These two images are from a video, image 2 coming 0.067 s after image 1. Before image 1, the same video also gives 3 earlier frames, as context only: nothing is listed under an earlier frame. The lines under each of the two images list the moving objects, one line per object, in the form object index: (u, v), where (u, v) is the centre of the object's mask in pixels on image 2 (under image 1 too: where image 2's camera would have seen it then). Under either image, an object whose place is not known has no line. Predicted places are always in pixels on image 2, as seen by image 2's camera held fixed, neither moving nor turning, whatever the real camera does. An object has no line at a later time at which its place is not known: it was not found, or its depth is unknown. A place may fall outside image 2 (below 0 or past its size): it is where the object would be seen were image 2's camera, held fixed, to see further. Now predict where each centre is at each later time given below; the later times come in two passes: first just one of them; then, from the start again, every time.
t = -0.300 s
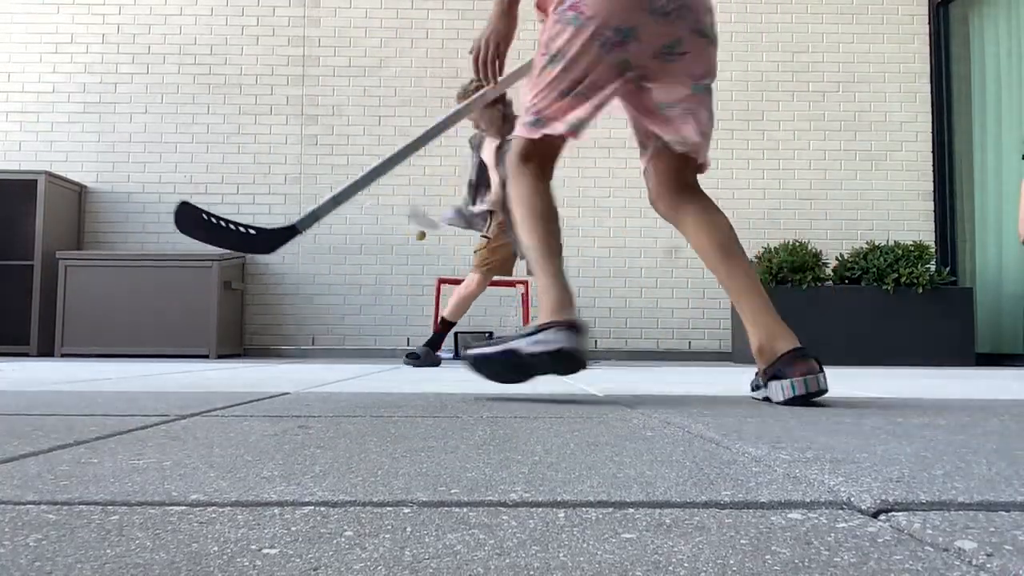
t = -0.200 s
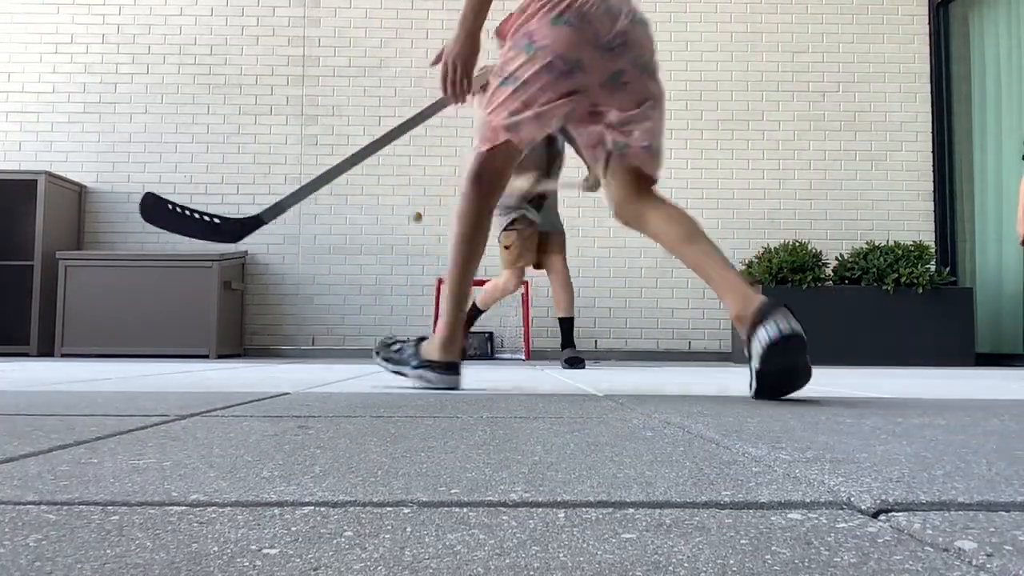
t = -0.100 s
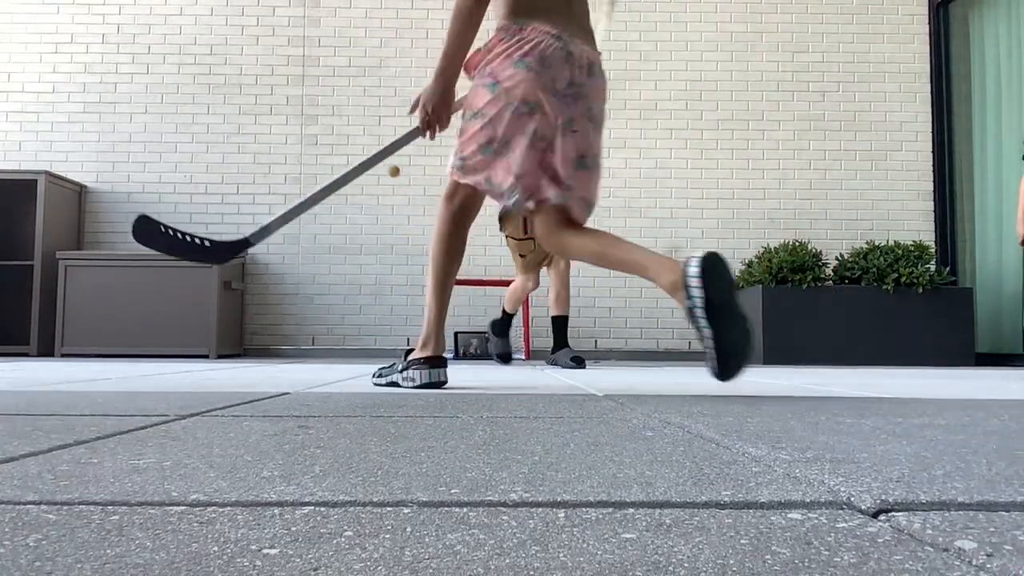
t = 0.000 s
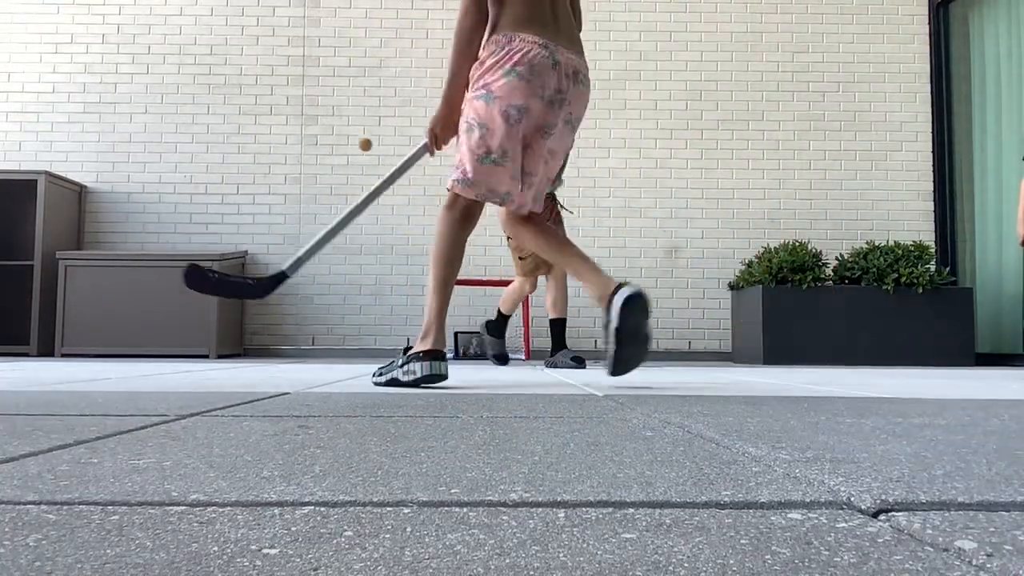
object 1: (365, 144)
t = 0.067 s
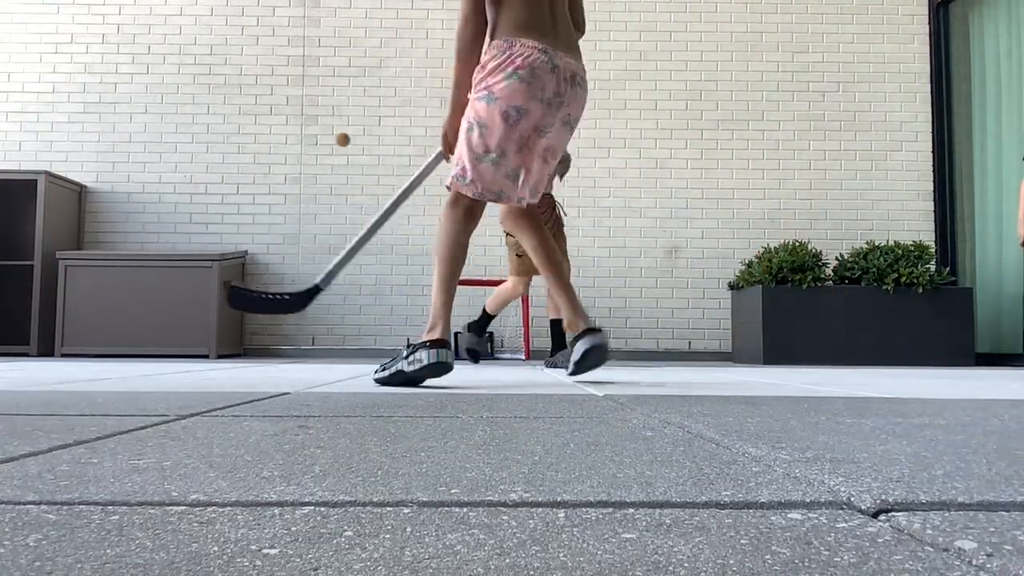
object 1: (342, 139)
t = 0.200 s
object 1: (285, 168)
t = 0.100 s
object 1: (329, 141)
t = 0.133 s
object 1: (316, 147)
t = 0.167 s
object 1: (301, 155)
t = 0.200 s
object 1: (285, 168)
